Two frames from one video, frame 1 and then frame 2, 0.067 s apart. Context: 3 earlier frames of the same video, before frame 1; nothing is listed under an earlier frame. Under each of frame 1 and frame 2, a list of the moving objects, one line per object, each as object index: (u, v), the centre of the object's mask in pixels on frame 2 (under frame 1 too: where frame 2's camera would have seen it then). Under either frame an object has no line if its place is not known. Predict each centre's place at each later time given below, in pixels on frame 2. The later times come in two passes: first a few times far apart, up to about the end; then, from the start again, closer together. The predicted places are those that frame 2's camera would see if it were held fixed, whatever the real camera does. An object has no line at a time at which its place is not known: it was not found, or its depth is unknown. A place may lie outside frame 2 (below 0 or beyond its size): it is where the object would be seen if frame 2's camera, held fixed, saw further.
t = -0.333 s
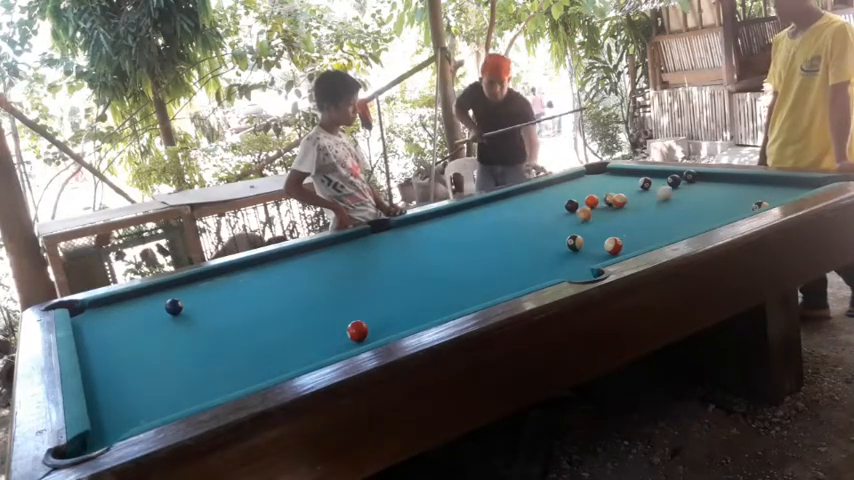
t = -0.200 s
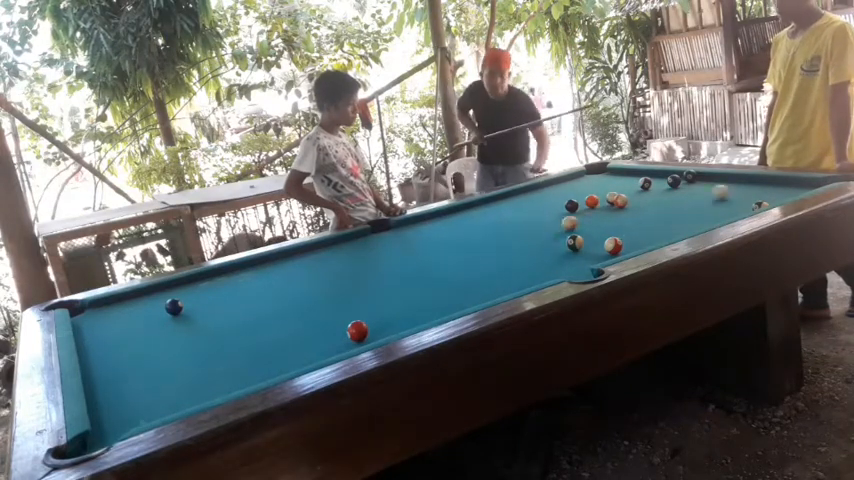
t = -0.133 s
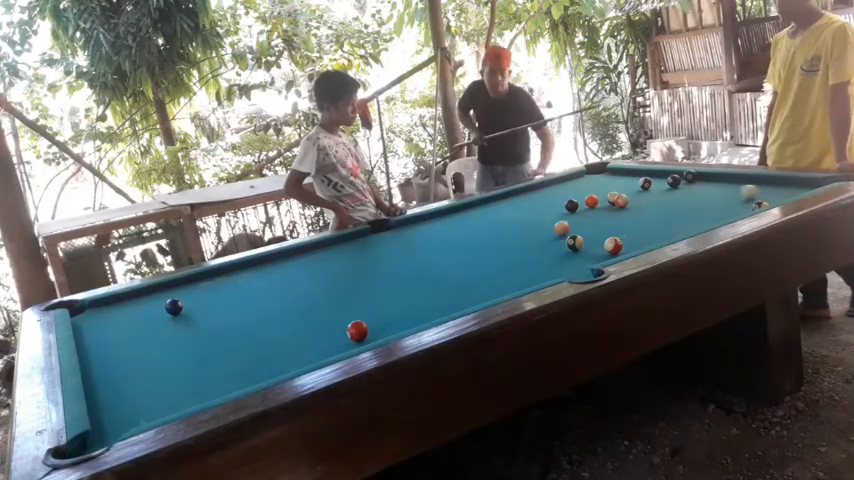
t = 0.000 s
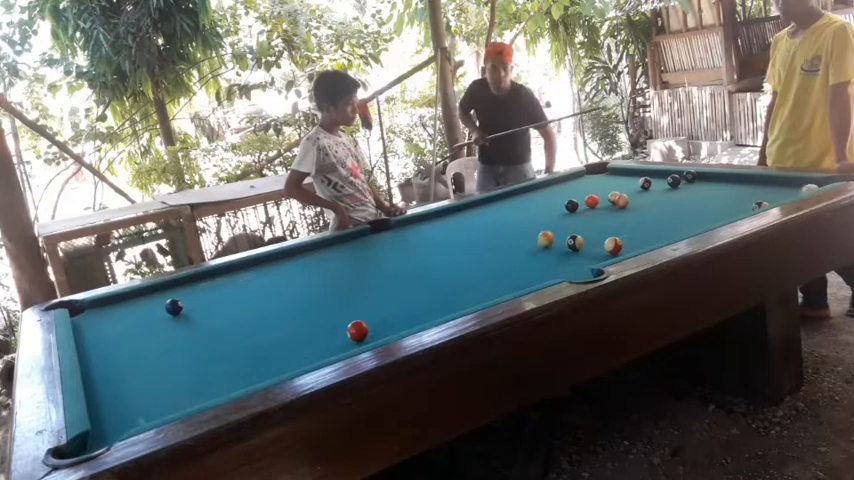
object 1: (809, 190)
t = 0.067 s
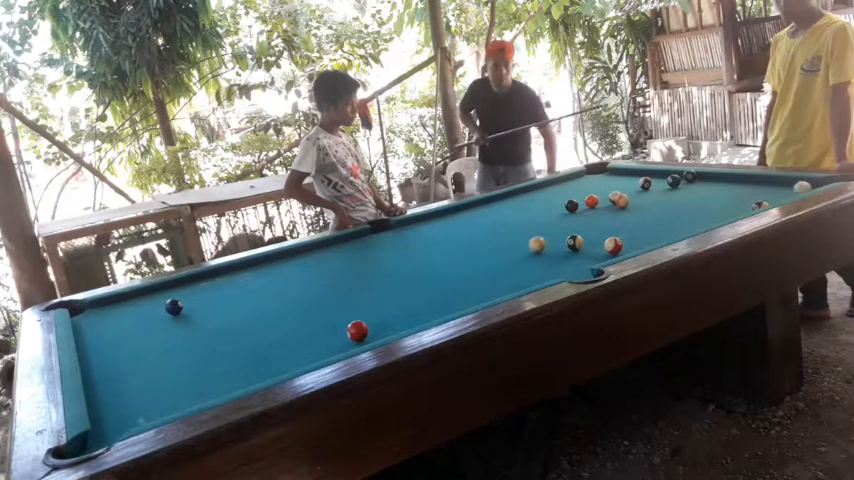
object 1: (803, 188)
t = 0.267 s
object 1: (784, 181)
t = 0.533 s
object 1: (744, 182)
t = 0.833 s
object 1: (703, 183)
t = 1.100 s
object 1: (673, 184)
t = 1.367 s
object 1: (653, 188)
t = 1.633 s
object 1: (634, 190)
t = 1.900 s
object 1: (616, 188)
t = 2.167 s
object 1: (601, 193)
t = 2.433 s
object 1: (585, 194)
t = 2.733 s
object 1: (572, 195)
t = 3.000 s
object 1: (559, 199)
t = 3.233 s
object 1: (551, 200)
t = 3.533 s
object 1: (541, 202)
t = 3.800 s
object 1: (534, 203)
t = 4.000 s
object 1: (530, 203)
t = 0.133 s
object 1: (796, 187)
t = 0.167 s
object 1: (793, 186)
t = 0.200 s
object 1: (790, 184)
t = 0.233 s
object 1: (787, 183)
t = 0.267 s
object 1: (784, 181)
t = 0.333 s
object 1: (775, 181)
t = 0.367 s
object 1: (769, 181)
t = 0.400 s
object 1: (764, 181)
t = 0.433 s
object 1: (759, 181)
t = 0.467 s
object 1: (754, 181)
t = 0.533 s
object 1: (744, 182)
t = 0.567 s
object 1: (739, 182)
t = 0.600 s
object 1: (735, 182)
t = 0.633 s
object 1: (730, 182)
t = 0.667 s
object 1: (725, 182)
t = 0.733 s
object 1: (716, 182)
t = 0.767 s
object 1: (712, 183)
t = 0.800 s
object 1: (707, 182)
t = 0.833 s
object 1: (703, 183)
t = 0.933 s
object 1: (690, 183)
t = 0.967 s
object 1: (686, 183)
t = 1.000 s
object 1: (681, 183)
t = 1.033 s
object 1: (679, 183)
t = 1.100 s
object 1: (673, 184)
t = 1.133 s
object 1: (671, 185)
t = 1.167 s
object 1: (668, 185)
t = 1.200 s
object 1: (665, 186)
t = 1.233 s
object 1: (663, 186)
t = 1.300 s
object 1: (659, 186)
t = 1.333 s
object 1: (655, 187)
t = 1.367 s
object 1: (653, 188)
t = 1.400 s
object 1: (651, 187)
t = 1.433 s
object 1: (649, 188)
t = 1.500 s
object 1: (643, 189)
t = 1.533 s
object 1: (641, 189)
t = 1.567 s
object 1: (638, 190)
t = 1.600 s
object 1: (636, 190)
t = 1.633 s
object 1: (634, 190)
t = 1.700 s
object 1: (630, 190)
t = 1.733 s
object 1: (629, 190)
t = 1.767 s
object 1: (626, 189)
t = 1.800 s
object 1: (624, 189)
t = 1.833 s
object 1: (622, 189)
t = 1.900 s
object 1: (616, 188)
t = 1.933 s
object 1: (613, 189)
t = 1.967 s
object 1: (611, 189)
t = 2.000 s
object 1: (609, 190)
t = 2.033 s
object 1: (607, 191)
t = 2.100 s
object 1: (604, 193)
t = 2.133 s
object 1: (602, 194)
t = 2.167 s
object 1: (601, 193)
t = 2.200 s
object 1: (599, 193)
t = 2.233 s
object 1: (598, 193)
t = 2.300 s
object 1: (593, 192)
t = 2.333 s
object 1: (590, 192)
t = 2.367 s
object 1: (590, 192)
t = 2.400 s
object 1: (587, 193)
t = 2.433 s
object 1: (585, 194)
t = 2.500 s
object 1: (582, 195)
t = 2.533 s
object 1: (581, 196)
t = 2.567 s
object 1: (579, 196)
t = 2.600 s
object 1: (577, 196)
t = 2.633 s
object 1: (576, 196)
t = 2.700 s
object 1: (573, 195)
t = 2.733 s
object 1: (572, 195)
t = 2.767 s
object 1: (570, 195)
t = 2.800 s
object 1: (569, 195)
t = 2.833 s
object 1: (566, 195)
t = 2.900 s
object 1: (562, 198)
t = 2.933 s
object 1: (561, 198)
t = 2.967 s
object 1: (560, 199)
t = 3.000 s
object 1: (559, 199)
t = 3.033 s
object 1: (558, 200)
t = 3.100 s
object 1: (555, 200)
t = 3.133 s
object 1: (555, 200)
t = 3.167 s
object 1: (553, 200)
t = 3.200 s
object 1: (552, 200)
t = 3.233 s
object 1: (551, 200)
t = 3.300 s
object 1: (549, 201)
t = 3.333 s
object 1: (548, 201)
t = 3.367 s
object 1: (547, 201)
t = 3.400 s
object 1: (546, 201)
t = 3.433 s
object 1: (544, 201)
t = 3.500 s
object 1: (542, 202)
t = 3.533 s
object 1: (541, 202)
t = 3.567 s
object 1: (540, 202)
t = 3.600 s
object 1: (540, 202)
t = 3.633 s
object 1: (539, 202)
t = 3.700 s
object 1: (537, 202)
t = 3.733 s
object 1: (536, 202)
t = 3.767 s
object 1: (535, 202)
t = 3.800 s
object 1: (534, 203)
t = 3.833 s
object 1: (533, 203)
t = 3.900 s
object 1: (532, 203)
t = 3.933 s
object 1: (531, 203)
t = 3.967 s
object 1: (530, 203)
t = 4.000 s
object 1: (530, 203)
